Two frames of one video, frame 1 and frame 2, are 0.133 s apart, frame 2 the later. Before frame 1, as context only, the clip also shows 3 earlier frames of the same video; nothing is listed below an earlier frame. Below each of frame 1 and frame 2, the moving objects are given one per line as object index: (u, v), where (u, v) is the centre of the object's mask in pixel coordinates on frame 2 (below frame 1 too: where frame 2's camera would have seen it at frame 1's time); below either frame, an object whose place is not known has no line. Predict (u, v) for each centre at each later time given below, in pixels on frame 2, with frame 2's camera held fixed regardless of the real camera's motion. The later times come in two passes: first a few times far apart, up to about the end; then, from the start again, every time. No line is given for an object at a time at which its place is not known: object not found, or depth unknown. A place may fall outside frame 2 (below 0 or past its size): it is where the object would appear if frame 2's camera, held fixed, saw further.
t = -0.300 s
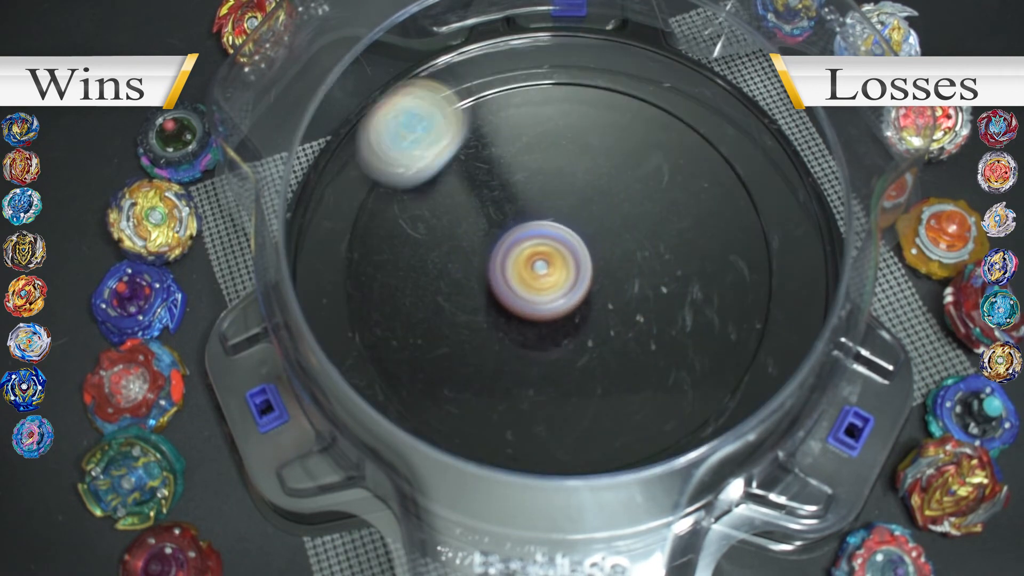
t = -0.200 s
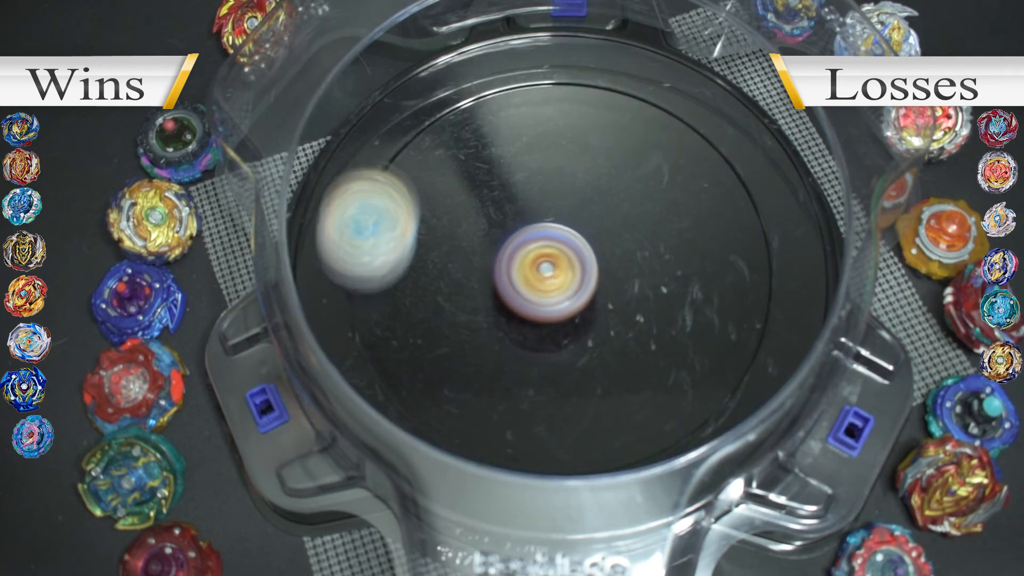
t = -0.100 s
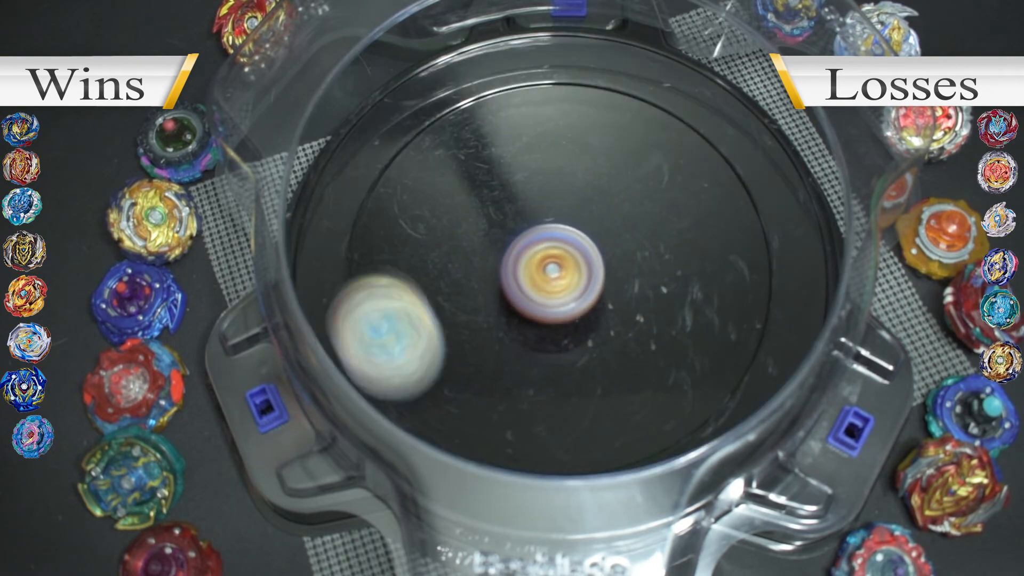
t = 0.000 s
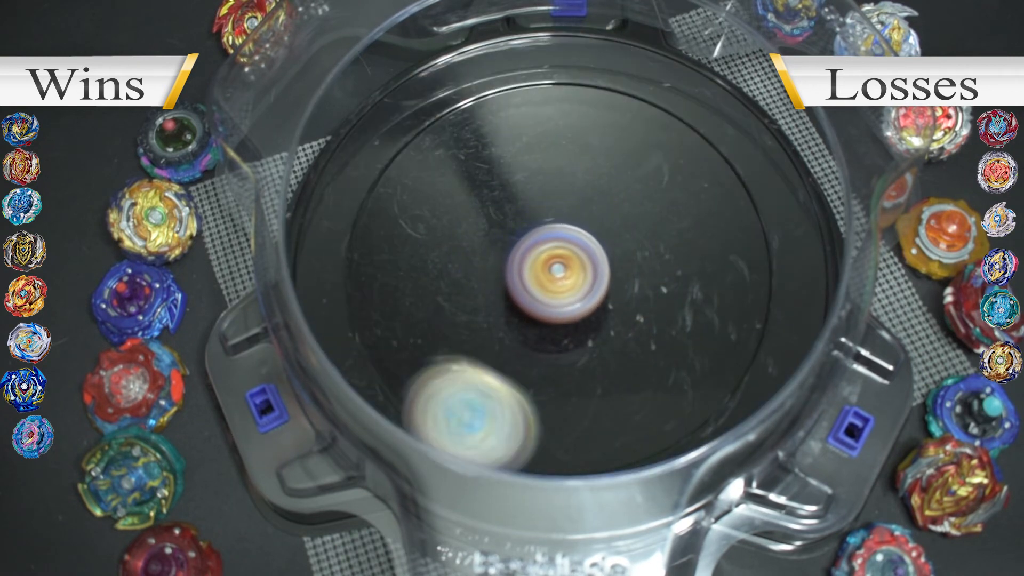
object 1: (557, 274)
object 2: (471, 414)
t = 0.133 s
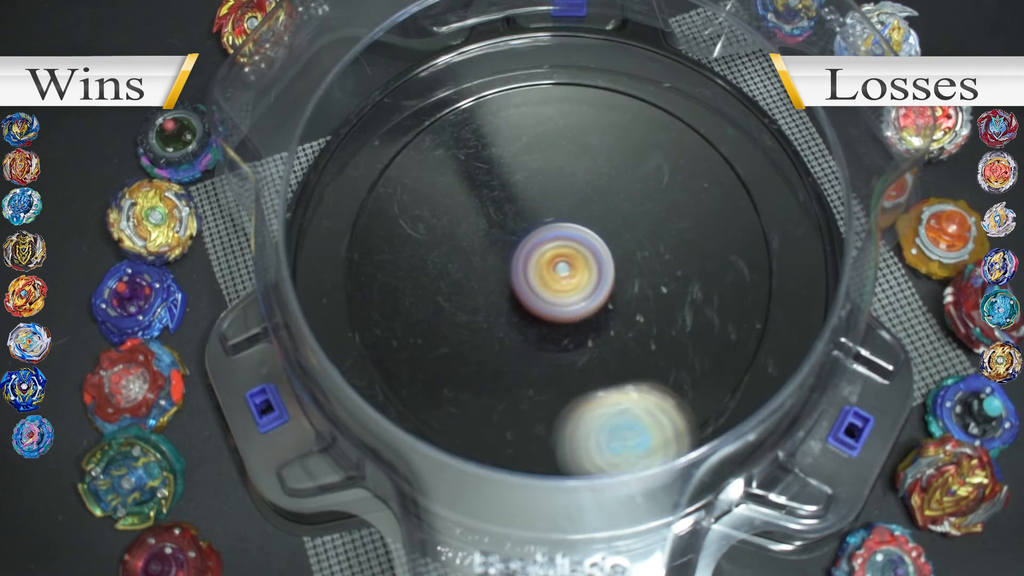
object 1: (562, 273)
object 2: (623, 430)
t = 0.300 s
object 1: (565, 272)
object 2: (755, 326)
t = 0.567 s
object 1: (567, 271)
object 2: (655, 113)
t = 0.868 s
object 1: (568, 269)
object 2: (391, 210)
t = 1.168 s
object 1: (568, 267)
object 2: (522, 437)
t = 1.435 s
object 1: (567, 267)
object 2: (740, 319)
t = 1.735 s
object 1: (564, 266)
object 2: (603, 105)
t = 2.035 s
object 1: (563, 267)
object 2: (379, 220)
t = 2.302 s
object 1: (560, 268)
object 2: (518, 417)
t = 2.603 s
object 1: (560, 268)
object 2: (742, 280)
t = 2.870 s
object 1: (560, 268)
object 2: (622, 113)
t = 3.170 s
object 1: (561, 268)
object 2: (408, 232)
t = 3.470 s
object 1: (562, 268)
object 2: (551, 425)
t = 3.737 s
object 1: (563, 268)
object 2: (724, 296)
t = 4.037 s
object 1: (565, 269)
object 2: (573, 127)
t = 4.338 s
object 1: (566, 269)
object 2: (397, 252)
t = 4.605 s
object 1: (565, 269)
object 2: (547, 402)
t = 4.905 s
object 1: (565, 268)
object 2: (716, 255)
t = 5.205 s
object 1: (564, 267)
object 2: (558, 126)
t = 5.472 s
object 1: (563, 267)
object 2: (424, 262)
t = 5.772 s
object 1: (563, 266)
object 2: (581, 406)
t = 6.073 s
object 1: (563, 265)
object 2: (701, 247)
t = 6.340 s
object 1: (563, 265)
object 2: (550, 143)
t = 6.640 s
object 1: (563, 266)
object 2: (416, 276)
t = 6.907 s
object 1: (562, 267)
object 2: (573, 385)
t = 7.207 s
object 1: (561, 268)
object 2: (698, 236)
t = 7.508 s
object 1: (560, 269)
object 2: (540, 144)
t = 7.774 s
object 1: (560, 269)
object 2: (440, 282)
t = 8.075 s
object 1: (561, 270)
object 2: (599, 390)
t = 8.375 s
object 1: (562, 271)
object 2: (679, 233)
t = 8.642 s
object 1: (564, 271)
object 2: (536, 153)
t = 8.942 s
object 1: (566, 271)
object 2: (434, 283)
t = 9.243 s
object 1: (568, 270)
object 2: (603, 367)
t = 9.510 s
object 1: (570, 270)
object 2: (690, 241)
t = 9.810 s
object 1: (570, 267)
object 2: (548, 159)
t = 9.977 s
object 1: (570, 264)
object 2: (466, 215)
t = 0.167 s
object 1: (563, 273)
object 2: (659, 420)
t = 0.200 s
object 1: (563, 273)
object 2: (691, 405)
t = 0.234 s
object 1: (564, 272)
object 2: (720, 382)
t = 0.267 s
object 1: (564, 272)
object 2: (741, 356)
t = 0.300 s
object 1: (565, 272)
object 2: (755, 326)
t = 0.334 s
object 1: (565, 272)
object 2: (764, 293)
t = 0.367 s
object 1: (565, 272)
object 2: (766, 260)
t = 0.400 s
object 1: (565, 272)
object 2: (760, 228)
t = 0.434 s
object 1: (565, 271)
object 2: (750, 198)
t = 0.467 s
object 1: (566, 271)
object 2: (733, 171)
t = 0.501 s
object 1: (566, 271)
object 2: (710, 146)
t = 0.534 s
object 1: (566, 271)
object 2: (685, 127)
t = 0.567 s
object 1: (567, 271)
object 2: (655, 113)
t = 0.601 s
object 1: (566, 270)
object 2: (622, 103)
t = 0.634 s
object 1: (567, 270)
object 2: (588, 100)
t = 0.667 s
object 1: (567, 270)
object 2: (552, 101)
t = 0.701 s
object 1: (567, 270)
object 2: (518, 107)
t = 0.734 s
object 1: (567, 270)
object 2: (484, 120)
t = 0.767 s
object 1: (567, 270)
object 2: (454, 136)
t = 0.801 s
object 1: (568, 269)
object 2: (428, 158)
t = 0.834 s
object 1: (568, 269)
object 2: (407, 182)
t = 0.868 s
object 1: (568, 269)
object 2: (391, 210)
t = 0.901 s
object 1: (568, 269)
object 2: (380, 242)
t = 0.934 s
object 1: (568, 269)
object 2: (375, 274)
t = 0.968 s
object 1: (568, 269)
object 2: (378, 308)
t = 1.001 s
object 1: (568, 268)
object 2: (387, 340)
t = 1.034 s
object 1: (568, 268)
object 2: (403, 368)
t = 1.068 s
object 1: (568, 268)
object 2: (426, 393)
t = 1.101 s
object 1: (568, 268)
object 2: (455, 412)
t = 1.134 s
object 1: (568, 267)
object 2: (488, 427)
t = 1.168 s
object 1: (568, 267)
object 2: (522, 437)
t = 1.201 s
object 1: (568, 267)
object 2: (556, 441)
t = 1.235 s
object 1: (568, 267)
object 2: (594, 439)
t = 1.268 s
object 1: (568, 267)
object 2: (629, 431)
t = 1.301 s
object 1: (567, 267)
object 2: (660, 419)
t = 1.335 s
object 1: (567, 266)
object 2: (690, 400)
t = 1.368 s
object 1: (567, 266)
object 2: (713, 378)
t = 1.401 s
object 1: (567, 266)
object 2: (731, 351)
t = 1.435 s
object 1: (567, 267)
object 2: (740, 319)
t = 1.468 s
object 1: (566, 267)
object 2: (746, 287)
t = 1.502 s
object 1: (566, 267)
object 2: (743, 255)
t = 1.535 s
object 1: (566, 266)
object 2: (735, 226)
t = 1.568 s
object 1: (565, 266)
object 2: (722, 196)
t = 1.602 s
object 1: (565, 266)
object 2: (705, 171)
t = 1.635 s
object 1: (565, 266)
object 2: (684, 149)
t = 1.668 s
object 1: (565, 266)
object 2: (659, 131)
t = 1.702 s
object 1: (564, 266)
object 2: (632, 114)
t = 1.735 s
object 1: (564, 266)
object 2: (603, 105)
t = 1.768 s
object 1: (564, 266)
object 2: (572, 99)
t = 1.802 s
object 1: (564, 266)
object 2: (540, 98)
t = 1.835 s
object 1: (564, 267)
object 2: (509, 101)
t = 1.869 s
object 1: (563, 266)
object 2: (478, 111)
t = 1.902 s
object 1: (563, 267)
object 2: (448, 125)
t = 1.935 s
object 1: (563, 266)
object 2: (426, 142)
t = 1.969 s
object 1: (563, 266)
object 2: (406, 165)
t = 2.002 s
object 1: (563, 266)
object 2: (390, 191)
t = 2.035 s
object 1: (563, 267)
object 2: (379, 220)
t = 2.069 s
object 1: (562, 267)
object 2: (376, 251)
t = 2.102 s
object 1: (562, 267)
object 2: (378, 283)
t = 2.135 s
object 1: (561, 267)
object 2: (387, 314)
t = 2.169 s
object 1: (561, 267)
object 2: (403, 342)
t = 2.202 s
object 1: (561, 267)
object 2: (425, 369)
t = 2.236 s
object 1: (561, 267)
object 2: (452, 391)
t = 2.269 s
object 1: (561, 268)
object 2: (482, 406)
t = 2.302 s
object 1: (560, 268)
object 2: (518, 417)
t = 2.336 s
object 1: (560, 268)
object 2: (553, 422)
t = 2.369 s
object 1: (560, 267)
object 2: (587, 421)
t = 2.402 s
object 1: (561, 267)
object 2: (621, 413)
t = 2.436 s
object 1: (561, 268)
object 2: (654, 400)
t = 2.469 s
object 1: (560, 268)
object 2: (681, 383)
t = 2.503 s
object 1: (560, 269)
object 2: (704, 361)
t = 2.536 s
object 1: (559, 268)
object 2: (721, 337)
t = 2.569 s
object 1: (560, 268)
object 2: (734, 308)
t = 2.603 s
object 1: (560, 268)
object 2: (742, 280)
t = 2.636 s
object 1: (560, 268)
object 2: (743, 253)
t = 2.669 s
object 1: (560, 268)
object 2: (739, 225)
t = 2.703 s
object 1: (560, 269)
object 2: (729, 199)
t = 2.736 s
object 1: (560, 269)
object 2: (715, 174)
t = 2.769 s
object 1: (559, 269)
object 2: (697, 153)
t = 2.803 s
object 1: (560, 268)
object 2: (675, 136)
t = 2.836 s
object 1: (560, 268)
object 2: (651, 122)
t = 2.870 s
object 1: (560, 268)
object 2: (622, 113)
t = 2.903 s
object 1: (560, 268)
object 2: (592, 108)
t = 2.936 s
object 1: (560, 269)
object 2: (563, 109)
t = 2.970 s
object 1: (560, 269)
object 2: (533, 114)
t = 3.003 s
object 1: (560, 268)
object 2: (503, 125)
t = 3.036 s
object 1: (560, 268)
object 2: (475, 140)
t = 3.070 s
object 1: (560, 268)
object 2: (453, 157)
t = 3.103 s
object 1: (561, 268)
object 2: (434, 180)
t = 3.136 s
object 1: (561, 268)
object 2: (419, 204)
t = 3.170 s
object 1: (561, 268)
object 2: (408, 232)
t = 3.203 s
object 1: (561, 269)
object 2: (403, 260)
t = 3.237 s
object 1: (561, 268)
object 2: (405, 289)
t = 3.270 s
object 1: (561, 268)
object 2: (411, 318)
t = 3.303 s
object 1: (562, 268)
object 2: (424, 346)
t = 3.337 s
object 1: (562, 268)
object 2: (440, 371)
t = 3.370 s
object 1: (562, 268)
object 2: (462, 391)
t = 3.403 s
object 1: (563, 269)
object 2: (491, 409)
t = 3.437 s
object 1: (562, 268)
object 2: (519, 420)
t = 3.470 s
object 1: (562, 268)
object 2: (551, 425)
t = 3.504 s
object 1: (563, 268)
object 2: (583, 425)
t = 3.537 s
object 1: (563, 268)
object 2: (613, 421)
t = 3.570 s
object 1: (563, 268)
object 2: (643, 410)
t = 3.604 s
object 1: (563, 269)
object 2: (671, 393)
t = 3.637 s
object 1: (563, 269)
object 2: (692, 374)
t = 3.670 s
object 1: (563, 268)
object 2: (708, 350)
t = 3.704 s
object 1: (563, 269)
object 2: (719, 323)
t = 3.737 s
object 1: (563, 268)
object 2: (724, 296)
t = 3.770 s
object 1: (563, 268)
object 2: (724, 268)
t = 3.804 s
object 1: (564, 268)
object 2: (717, 240)
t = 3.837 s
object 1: (564, 269)
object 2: (707, 214)
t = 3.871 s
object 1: (564, 269)
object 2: (692, 192)
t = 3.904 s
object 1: (564, 269)
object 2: (673, 172)
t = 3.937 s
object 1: (564, 269)
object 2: (652, 155)
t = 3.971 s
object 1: (564, 269)
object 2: (628, 142)
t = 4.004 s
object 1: (564, 269)
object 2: (601, 132)
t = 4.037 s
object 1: (565, 269)
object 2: (573, 127)
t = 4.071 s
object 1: (564, 269)
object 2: (545, 126)
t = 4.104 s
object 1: (565, 269)
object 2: (518, 129)
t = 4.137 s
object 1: (565, 269)
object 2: (491, 136)
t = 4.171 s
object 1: (566, 269)
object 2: (466, 147)
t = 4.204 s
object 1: (565, 269)
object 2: (444, 161)
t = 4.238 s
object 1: (565, 269)
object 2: (425, 180)
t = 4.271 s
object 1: (566, 269)
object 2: (411, 202)
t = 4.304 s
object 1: (566, 269)
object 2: (401, 226)
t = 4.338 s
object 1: (566, 269)
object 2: (397, 252)
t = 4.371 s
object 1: (565, 269)
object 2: (398, 280)
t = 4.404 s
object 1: (566, 269)
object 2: (404, 306)
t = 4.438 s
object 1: (566, 269)
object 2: (417, 332)
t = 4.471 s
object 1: (566, 269)
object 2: (436, 355)
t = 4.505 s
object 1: (566, 269)
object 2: (458, 374)
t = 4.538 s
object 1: (566, 269)
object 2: (484, 388)
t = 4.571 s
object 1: (565, 269)
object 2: (515, 398)
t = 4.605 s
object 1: (565, 269)
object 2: (547, 402)
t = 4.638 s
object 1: (565, 269)
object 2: (577, 401)
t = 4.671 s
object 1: (566, 268)
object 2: (607, 395)
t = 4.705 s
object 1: (565, 269)
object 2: (634, 384)
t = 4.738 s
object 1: (565, 268)
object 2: (658, 369)
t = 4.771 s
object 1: (565, 268)
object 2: (679, 350)
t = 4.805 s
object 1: (565, 268)
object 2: (695, 328)
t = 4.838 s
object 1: (565, 269)
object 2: (707, 305)
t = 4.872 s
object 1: (565, 268)
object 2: (714, 280)
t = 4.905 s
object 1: (565, 268)
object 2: (716, 255)
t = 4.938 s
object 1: (564, 268)
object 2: (713, 229)
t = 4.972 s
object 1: (565, 268)
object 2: (705, 206)
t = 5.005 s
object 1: (564, 268)
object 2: (693, 184)
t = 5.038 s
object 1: (564, 267)
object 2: (678, 166)
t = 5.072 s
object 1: (564, 268)
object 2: (659, 150)
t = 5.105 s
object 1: (564, 267)
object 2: (636, 138)
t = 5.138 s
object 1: (564, 267)
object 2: (612, 129)
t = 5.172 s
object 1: (564, 267)
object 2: (585, 125)
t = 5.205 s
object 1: (564, 267)
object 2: (558, 126)
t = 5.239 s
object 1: (563, 267)
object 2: (532, 130)
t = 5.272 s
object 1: (563, 267)
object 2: (505, 140)
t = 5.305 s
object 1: (563, 267)
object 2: (483, 153)
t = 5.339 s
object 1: (563, 267)
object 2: (463, 170)
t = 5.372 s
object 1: (563, 267)
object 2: (447, 190)
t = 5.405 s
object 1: (563, 267)
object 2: (436, 211)
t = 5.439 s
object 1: (563, 267)
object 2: (428, 235)
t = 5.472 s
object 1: (563, 267)
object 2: (424, 262)
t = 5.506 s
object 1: (563, 267)
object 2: (427, 287)
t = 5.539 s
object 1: (563, 266)
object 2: (433, 312)
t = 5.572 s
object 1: (563, 266)
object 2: (444, 336)
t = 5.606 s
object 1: (563, 266)
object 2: (460, 357)
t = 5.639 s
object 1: (563, 266)
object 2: (479, 376)
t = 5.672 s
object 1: (563, 266)
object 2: (502, 391)
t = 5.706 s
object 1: (563, 266)
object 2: (527, 401)
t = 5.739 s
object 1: (563, 266)
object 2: (554, 406)
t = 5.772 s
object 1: (563, 266)
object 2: (581, 406)
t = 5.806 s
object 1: (563, 266)
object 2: (608, 402)
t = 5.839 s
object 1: (563, 266)
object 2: (633, 393)
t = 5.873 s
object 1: (563, 266)
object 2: (656, 380)
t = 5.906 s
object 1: (563, 266)
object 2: (675, 362)
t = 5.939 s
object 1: (563, 266)
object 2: (690, 342)
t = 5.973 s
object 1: (563, 266)
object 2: (700, 319)
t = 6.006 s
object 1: (563, 266)
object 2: (706, 295)
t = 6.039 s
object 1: (563, 265)
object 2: (706, 271)
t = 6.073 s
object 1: (563, 265)
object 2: (701, 247)
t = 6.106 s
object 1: (563, 265)
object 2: (692, 225)
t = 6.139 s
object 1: (563, 265)
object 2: (679, 204)
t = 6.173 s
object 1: (563, 265)
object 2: (662, 186)
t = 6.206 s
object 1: (563, 265)
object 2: (644, 171)
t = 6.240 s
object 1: (563, 266)
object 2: (622, 159)
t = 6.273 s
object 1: (563, 266)
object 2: (600, 150)
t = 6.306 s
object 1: (563, 265)
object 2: (575, 145)
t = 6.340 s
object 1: (563, 265)
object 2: (550, 143)
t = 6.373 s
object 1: (563, 266)
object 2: (526, 145)
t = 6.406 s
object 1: (563, 266)
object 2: (502, 151)
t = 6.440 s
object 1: (563, 266)
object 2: (480, 161)
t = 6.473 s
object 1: (563, 266)
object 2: (461, 173)
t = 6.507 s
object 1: (563, 266)
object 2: (444, 189)
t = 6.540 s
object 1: (563, 266)
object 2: (431, 207)
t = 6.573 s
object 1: (563, 266)
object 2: (421, 229)
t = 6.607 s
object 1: (563, 266)
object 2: (416, 253)
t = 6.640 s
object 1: (563, 266)
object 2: (416, 276)
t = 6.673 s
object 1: (563, 266)
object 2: (422, 300)
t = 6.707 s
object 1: (562, 266)
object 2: (434, 322)
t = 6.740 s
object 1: (562, 267)
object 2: (450, 342)
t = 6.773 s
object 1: (562, 267)
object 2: (470, 359)
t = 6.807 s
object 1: (562, 267)
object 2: (493, 372)
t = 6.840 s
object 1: (562, 267)
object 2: (519, 381)
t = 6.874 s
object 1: (562, 267)
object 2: (546, 385)
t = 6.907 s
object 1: (562, 267)
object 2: (573, 385)
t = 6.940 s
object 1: (562, 267)
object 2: (600, 379)
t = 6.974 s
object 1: (562, 267)
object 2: (624, 370)
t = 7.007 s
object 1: (562, 267)
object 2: (646, 356)
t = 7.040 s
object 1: (562, 267)
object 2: (664, 340)
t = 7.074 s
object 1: (562, 267)
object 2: (679, 322)
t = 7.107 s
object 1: (562, 268)
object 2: (690, 302)
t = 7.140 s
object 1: (561, 268)
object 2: (697, 280)
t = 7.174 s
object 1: (561, 268)
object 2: (699, 258)
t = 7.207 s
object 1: (561, 268)
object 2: (698, 236)
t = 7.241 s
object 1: (561, 268)
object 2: (692, 215)
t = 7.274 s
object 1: (561, 268)
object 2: (682, 196)
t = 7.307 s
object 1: (561, 268)
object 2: (668, 178)
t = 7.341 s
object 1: (561, 268)
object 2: (652, 163)
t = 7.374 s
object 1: (560, 268)
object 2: (633, 152)
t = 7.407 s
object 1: (560, 268)
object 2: (611, 144)
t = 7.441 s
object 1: (560, 268)
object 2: (588, 139)
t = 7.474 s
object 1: (560, 268)
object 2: (564, 140)
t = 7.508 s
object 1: (560, 269)
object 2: (540, 144)
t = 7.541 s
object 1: (560, 269)
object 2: (517, 152)
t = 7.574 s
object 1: (560, 269)
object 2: (496, 163)
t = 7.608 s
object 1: (560, 269)
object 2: (478, 178)
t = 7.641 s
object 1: (560, 269)
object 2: (463, 196)
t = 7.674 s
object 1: (560, 269)
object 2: (451, 215)
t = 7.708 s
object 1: (560, 269)
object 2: (444, 237)
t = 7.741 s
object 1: (560, 269)
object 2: (439, 259)
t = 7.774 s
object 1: (560, 269)
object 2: (440, 282)
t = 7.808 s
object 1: (560, 269)
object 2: (445, 304)
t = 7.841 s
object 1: (560, 269)
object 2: (454, 326)
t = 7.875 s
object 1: (560, 269)
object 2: (467, 346)
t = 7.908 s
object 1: (560, 269)
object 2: (484, 363)
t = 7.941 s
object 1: (560, 269)
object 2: (504, 377)
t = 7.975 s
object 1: (561, 270)
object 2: (526, 386)
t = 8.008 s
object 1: (561, 270)
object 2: (550, 392)
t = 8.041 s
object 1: (561, 270)
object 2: (575, 394)
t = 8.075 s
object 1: (561, 270)
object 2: (599, 390)
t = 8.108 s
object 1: (561, 270)
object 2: (622, 383)
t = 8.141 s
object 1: (561, 270)
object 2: (643, 372)
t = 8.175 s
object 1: (561, 270)
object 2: (661, 356)
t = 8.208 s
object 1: (561, 270)
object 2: (675, 338)
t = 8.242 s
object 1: (561, 270)
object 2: (685, 317)
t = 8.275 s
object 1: (562, 270)
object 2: (690, 295)
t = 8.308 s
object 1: (562, 270)
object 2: (690, 273)
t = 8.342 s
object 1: (562, 270)
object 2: (686, 253)
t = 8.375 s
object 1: (562, 271)
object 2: (679, 233)
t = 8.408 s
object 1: (562, 271)
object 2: (669, 214)
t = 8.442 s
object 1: (562, 271)
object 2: (655, 197)
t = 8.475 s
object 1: (562, 271)
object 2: (639, 183)
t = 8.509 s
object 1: (563, 271)
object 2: (621, 171)
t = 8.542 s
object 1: (563, 271)
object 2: (601, 162)
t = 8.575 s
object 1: (563, 271)
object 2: (580, 156)
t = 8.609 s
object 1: (563, 271)
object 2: (558, 153)
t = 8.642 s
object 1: (564, 271)
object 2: (536, 153)
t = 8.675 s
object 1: (564, 271)
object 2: (515, 158)
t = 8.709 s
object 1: (564, 271)
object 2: (494, 165)
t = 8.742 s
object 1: (565, 271)
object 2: (476, 174)
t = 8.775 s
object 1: (565, 271)
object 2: (460, 188)
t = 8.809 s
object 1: (565, 271)
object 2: (447, 203)
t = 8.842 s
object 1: (566, 271)
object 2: (437, 222)
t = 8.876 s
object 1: (566, 271)
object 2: (432, 242)
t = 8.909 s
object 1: (566, 271)
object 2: (431, 262)
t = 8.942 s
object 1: (566, 271)
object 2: (434, 283)
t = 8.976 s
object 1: (566, 271)
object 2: (441, 303)
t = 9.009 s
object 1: (567, 271)
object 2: (453, 322)
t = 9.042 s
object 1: (567, 271)
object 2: (468, 339)
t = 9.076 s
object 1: (567, 271)
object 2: (488, 353)
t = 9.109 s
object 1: (567, 271)
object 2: (509, 363)
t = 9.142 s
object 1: (568, 271)
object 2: (532, 370)
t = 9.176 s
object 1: (568, 271)
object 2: (555, 373)
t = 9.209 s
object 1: (568, 270)
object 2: (579, 372)
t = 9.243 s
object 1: (568, 270)
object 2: (603, 367)
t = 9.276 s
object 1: (568, 270)
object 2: (625, 358)
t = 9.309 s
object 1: (569, 270)
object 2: (642, 347)
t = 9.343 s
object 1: (569, 270)
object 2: (659, 333)
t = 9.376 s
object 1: (569, 270)
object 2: (673, 317)
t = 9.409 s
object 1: (569, 270)
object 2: (682, 299)
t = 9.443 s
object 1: (570, 270)
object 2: (688, 281)
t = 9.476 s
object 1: (570, 270)
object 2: (691, 262)
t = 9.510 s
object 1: (570, 270)
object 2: (690, 241)
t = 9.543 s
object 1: (570, 269)
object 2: (684, 222)
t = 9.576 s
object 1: (570, 269)
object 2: (675, 205)
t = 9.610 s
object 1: (570, 269)
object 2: (664, 190)
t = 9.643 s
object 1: (570, 268)
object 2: (648, 177)
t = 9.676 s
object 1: (571, 268)
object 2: (631, 167)
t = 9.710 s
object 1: (571, 268)
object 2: (612, 160)
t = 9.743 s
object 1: (571, 267)
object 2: (591, 156)
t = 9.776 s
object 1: (571, 267)
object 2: (570, 156)
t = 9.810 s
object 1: (570, 267)
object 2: (548, 159)
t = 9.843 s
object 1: (571, 266)
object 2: (528, 165)
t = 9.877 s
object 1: (571, 266)
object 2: (508, 175)
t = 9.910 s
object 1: (571, 265)
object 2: (492, 186)
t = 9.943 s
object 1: (570, 265)
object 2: (477, 201)
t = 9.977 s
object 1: (570, 264)
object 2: (466, 215)
